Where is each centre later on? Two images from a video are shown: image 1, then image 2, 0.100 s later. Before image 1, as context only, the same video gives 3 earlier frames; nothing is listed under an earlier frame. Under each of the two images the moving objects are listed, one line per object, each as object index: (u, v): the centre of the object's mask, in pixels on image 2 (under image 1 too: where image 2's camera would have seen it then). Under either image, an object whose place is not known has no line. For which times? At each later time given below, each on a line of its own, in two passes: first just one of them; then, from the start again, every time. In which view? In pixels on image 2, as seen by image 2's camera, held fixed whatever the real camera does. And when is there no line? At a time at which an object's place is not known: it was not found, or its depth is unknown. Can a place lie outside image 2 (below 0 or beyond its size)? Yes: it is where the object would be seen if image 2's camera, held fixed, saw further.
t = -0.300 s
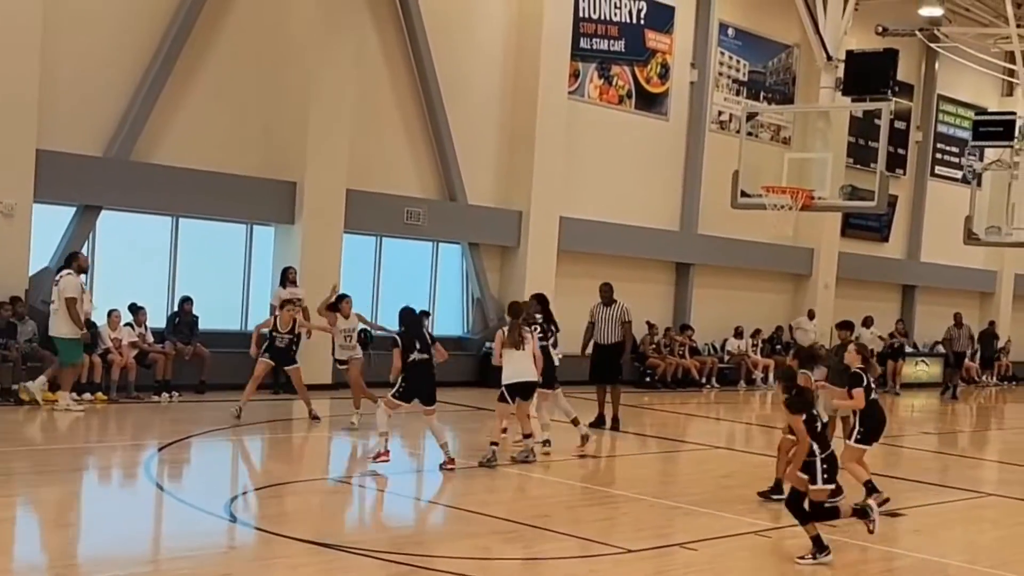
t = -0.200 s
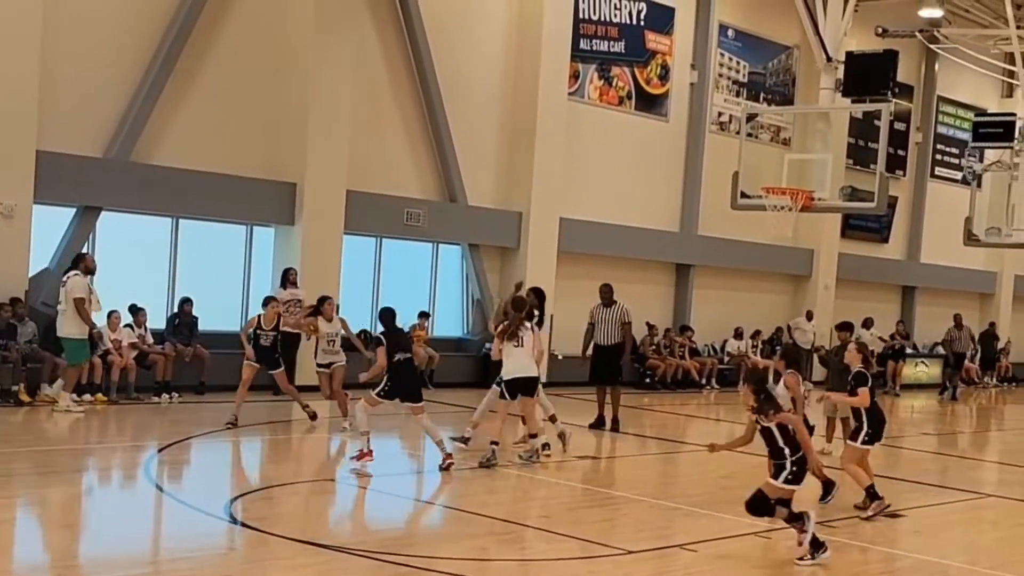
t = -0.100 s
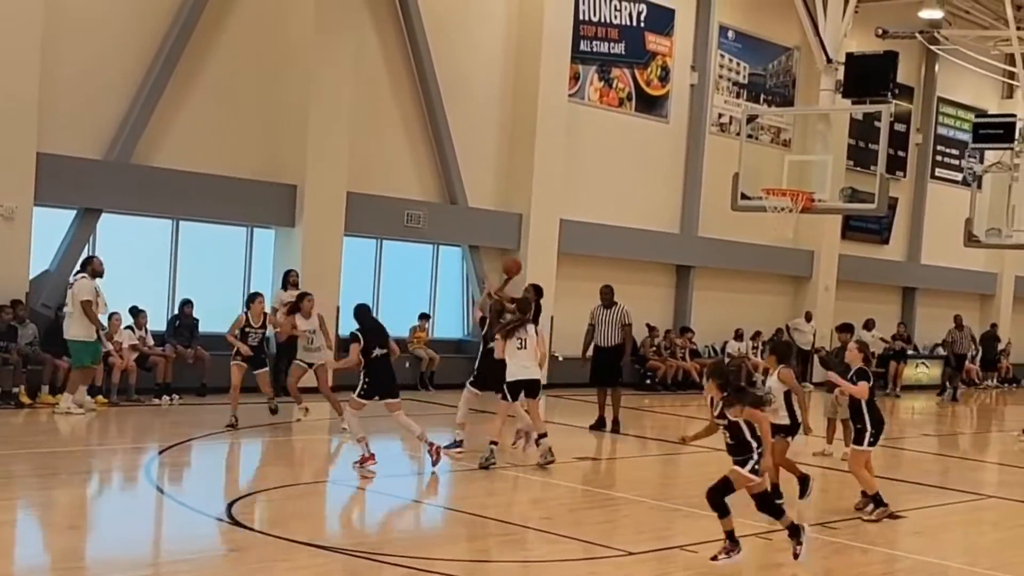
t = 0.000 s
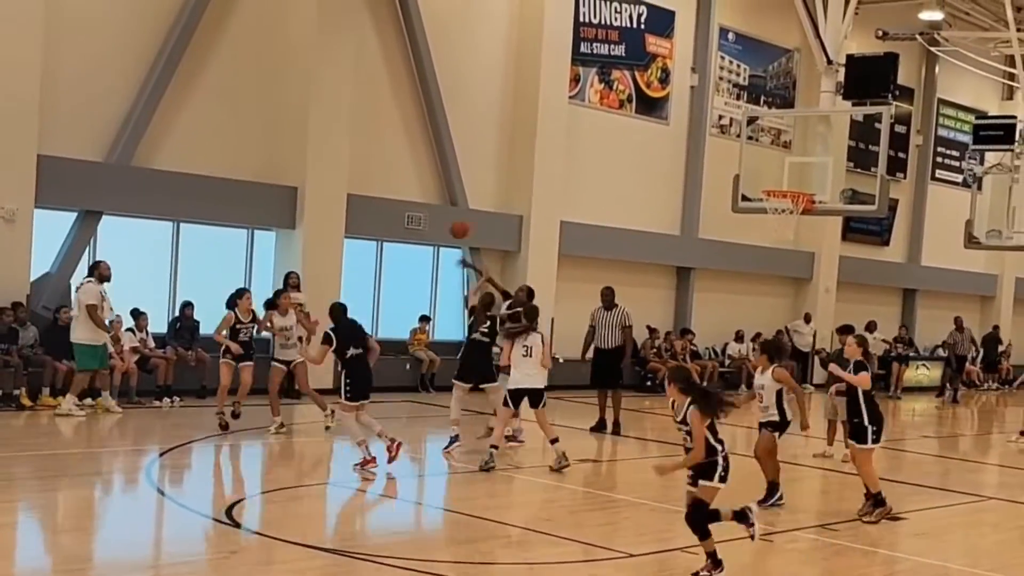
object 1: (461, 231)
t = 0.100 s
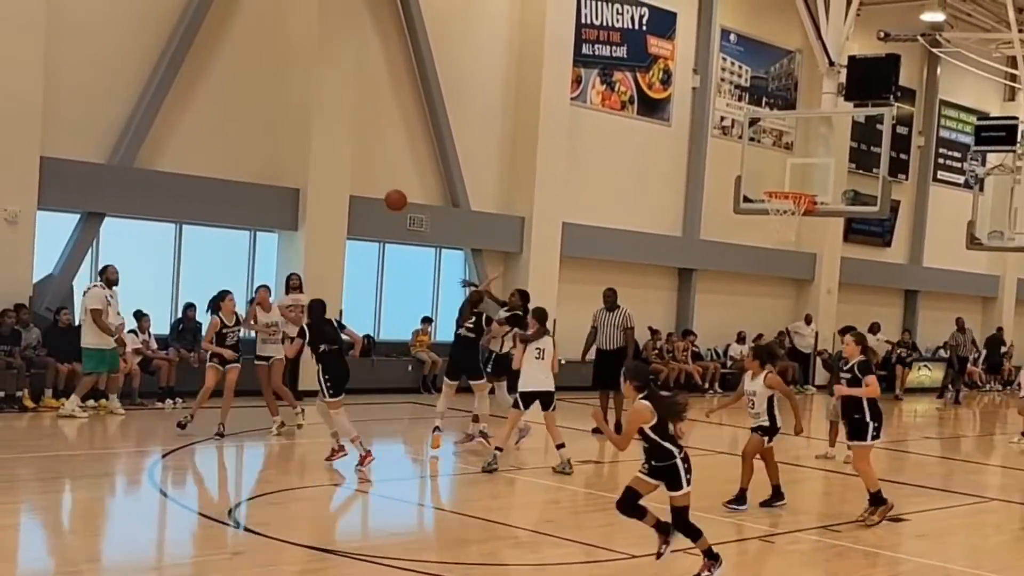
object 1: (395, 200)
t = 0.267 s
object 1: (268, 166)
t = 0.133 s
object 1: (372, 191)
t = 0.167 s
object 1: (348, 184)
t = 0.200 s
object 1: (322, 177)
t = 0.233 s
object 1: (296, 171)
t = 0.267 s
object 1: (268, 166)
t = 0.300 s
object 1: (241, 161)
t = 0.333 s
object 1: (210, 158)
